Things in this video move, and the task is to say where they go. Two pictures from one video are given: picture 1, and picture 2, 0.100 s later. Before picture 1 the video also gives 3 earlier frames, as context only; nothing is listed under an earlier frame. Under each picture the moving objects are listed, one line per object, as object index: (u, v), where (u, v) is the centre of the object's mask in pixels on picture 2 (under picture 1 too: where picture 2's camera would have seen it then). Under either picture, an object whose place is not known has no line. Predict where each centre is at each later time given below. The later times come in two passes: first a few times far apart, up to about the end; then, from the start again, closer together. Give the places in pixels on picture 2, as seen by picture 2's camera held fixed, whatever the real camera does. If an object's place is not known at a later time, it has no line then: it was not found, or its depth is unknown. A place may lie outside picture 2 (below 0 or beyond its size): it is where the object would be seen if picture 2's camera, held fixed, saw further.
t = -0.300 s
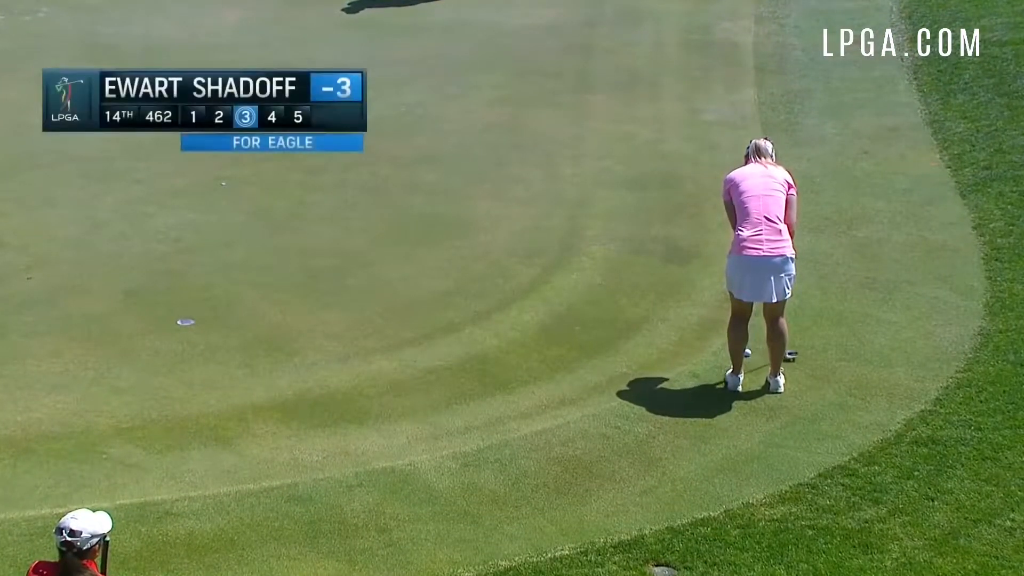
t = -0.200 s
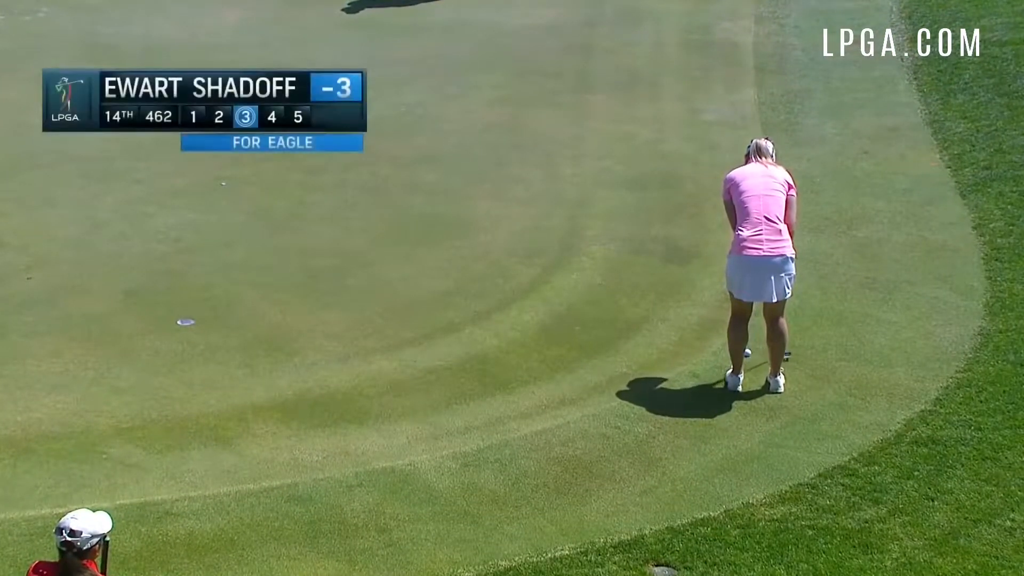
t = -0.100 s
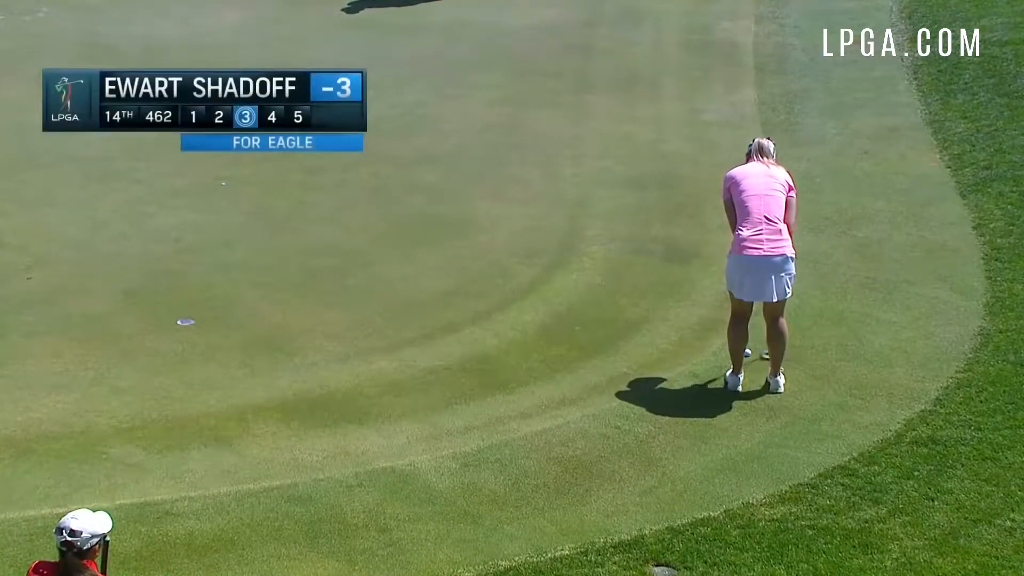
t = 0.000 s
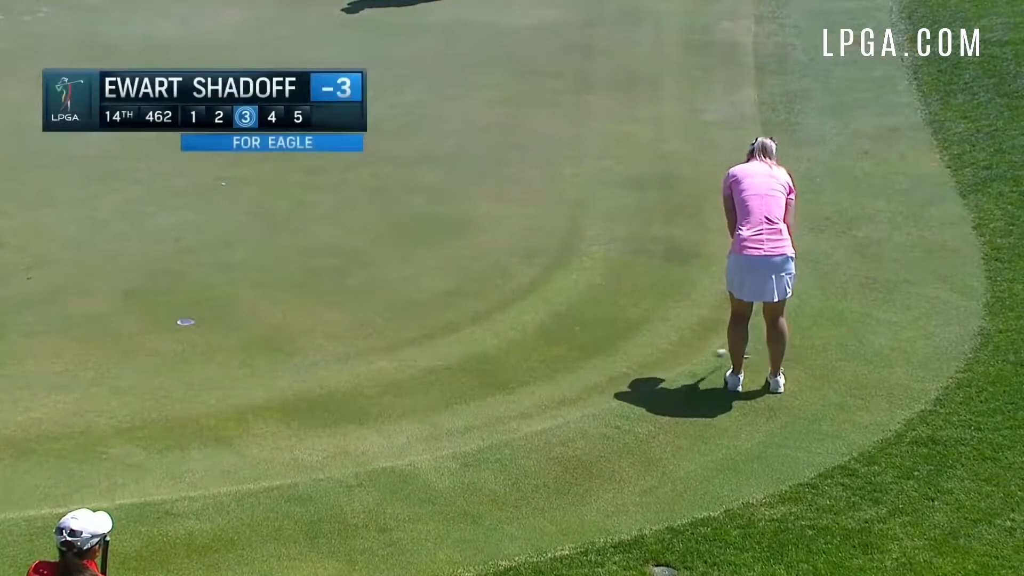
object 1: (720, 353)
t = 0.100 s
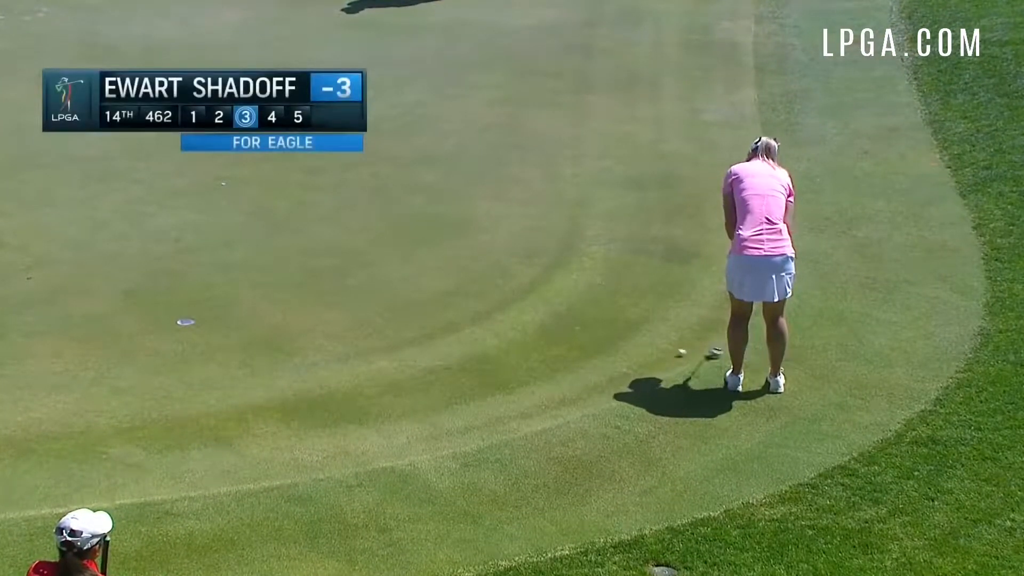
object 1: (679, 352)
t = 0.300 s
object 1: (619, 350)
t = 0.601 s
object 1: (538, 346)
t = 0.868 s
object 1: (474, 343)
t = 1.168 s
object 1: (410, 340)
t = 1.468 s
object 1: (355, 337)
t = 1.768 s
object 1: (308, 334)
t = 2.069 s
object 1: (269, 330)
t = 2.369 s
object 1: (237, 327)
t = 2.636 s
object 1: (216, 325)
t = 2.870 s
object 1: (203, 322)
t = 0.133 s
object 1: (669, 352)
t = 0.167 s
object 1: (658, 352)
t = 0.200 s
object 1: (648, 352)
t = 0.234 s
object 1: (638, 351)
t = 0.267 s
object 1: (629, 351)
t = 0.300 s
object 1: (619, 350)
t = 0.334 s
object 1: (610, 350)
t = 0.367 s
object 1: (600, 350)
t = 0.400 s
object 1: (591, 349)
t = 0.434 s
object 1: (582, 349)
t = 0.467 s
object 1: (573, 348)
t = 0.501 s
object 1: (564, 348)
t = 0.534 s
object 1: (555, 347)
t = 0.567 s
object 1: (547, 347)
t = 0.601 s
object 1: (538, 346)
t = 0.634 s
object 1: (530, 345)
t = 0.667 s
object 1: (522, 345)
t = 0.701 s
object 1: (514, 345)
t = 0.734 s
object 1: (506, 344)
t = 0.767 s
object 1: (498, 344)
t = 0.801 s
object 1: (490, 344)
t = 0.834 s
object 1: (482, 343)
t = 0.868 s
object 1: (474, 343)
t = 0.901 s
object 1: (467, 343)
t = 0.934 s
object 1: (460, 342)
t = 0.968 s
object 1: (452, 342)
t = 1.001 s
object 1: (445, 342)
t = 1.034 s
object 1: (437, 342)
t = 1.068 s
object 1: (431, 341)
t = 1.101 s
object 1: (423, 341)
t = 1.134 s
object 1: (417, 340)
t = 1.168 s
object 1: (410, 340)
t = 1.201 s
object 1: (403, 340)
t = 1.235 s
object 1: (397, 340)
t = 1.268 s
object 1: (391, 340)
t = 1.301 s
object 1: (385, 339)
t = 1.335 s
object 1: (379, 339)
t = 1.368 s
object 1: (372, 338)
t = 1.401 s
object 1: (367, 338)
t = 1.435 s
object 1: (361, 337)
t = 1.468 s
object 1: (355, 337)
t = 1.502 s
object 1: (349, 337)
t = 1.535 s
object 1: (344, 336)
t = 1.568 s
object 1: (338, 336)
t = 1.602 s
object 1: (333, 335)
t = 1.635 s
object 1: (328, 335)
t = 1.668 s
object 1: (323, 335)
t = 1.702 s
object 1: (318, 334)
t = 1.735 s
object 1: (313, 334)
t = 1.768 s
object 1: (308, 334)
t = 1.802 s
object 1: (303, 333)
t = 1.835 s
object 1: (299, 333)
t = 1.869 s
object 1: (294, 333)
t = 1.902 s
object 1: (290, 332)
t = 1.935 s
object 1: (285, 332)
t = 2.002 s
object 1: (277, 331)
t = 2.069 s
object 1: (269, 330)
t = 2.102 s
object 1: (265, 330)
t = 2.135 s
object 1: (261, 329)
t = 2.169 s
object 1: (257, 329)
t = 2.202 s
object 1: (254, 328)
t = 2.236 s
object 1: (250, 328)
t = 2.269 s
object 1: (247, 328)
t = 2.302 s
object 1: (244, 327)
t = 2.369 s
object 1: (237, 327)
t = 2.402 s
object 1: (234, 327)
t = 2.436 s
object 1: (231, 326)
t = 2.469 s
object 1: (228, 326)
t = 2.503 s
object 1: (225, 326)
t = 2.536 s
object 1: (223, 326)
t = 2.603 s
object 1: (218, 325)
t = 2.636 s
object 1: (216, 325)
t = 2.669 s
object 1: (214, 324)
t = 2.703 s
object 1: (212, 324)
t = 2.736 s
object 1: (210, 323)
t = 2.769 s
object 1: (208, 323)
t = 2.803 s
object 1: (206, 323)
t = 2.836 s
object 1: (204, 322)
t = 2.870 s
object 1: (203, 322)
